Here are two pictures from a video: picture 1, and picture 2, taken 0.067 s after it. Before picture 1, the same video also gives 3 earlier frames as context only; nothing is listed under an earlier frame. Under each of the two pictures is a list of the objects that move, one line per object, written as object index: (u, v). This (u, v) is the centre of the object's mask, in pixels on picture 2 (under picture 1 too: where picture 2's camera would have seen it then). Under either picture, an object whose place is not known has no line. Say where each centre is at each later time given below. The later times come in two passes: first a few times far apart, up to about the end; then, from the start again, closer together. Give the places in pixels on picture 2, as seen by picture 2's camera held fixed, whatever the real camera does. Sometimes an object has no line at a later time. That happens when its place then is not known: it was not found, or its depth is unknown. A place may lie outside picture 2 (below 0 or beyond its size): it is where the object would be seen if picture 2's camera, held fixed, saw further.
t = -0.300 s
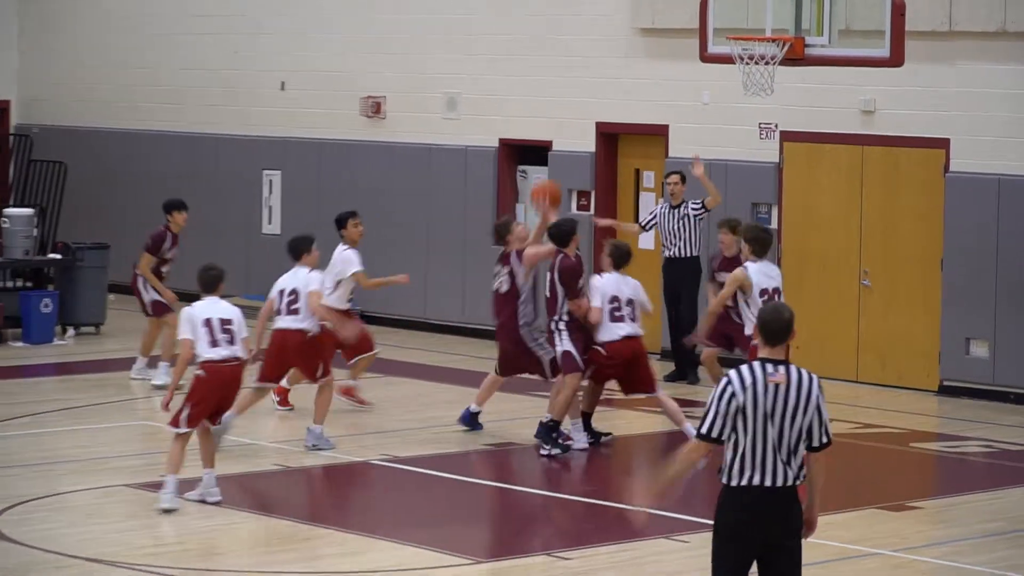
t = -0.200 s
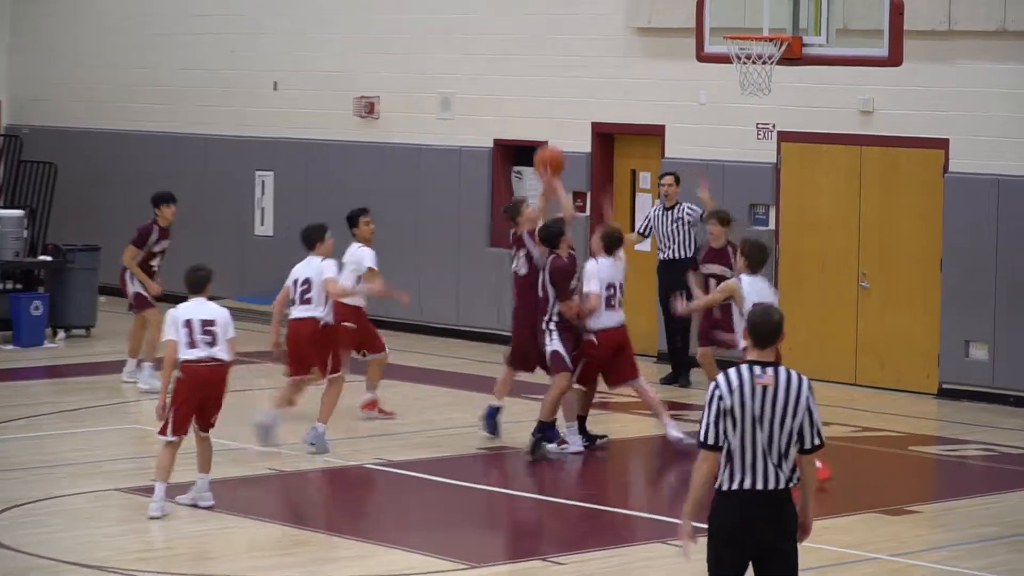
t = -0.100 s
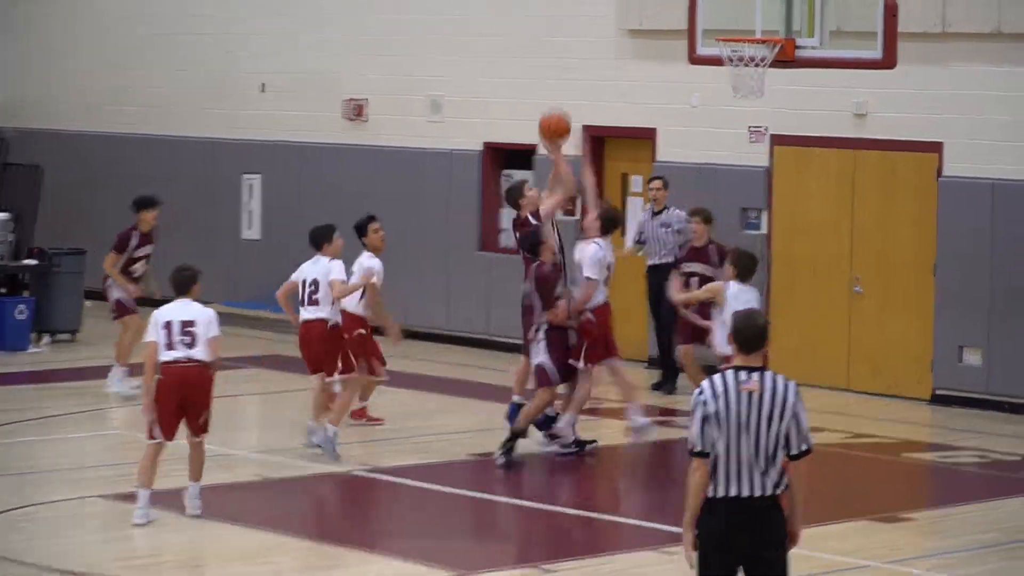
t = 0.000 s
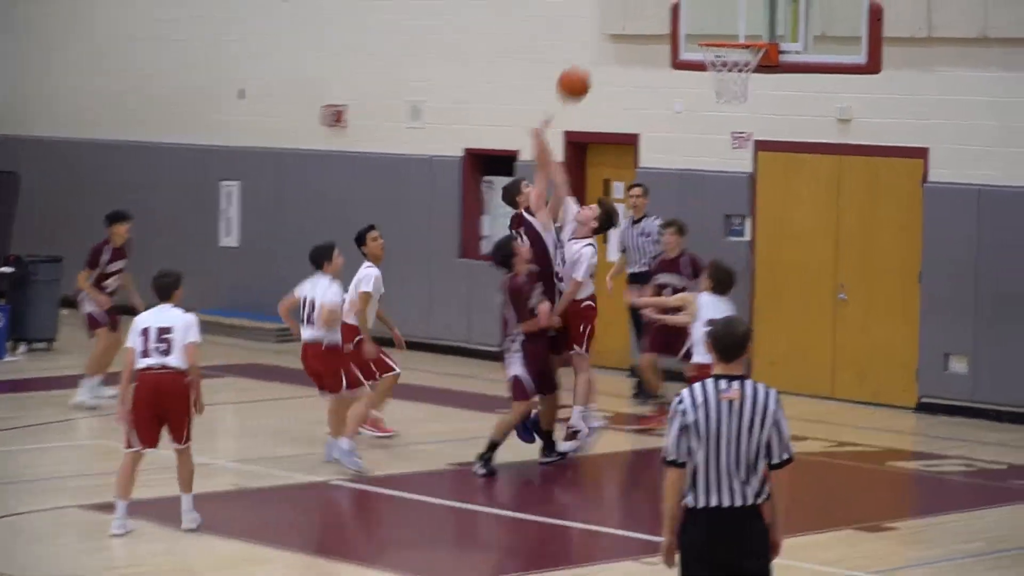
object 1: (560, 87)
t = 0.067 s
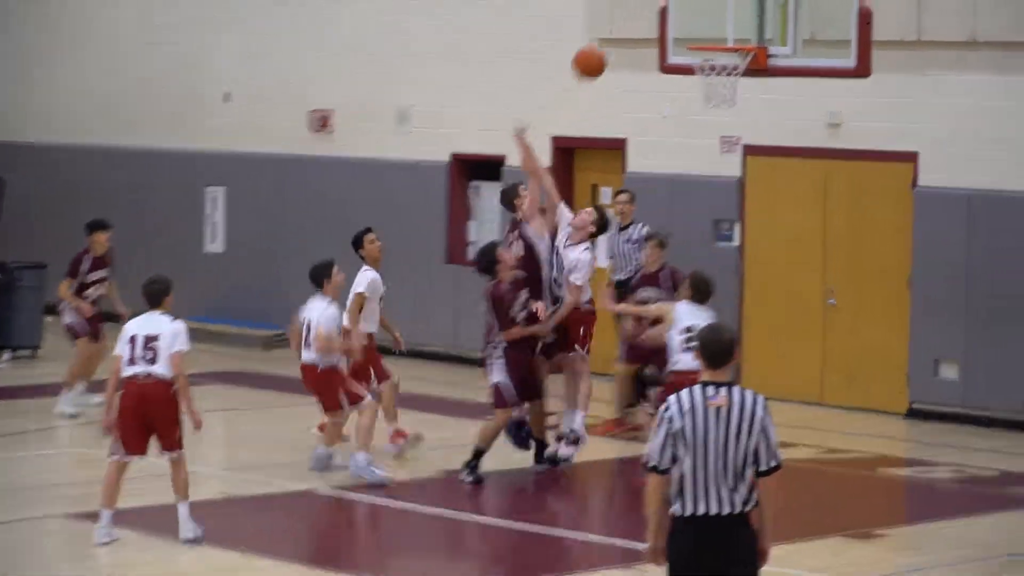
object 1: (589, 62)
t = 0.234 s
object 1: (661, 25)
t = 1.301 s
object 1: (676, 85)
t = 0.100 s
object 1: (604, 52)
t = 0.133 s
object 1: (618, 43)
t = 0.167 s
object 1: (633, 35)
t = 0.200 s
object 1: (646, 29)
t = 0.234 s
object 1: (661, 25)
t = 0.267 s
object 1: (675, 21)
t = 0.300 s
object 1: (690, 20)
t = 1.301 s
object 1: (676, 85)
